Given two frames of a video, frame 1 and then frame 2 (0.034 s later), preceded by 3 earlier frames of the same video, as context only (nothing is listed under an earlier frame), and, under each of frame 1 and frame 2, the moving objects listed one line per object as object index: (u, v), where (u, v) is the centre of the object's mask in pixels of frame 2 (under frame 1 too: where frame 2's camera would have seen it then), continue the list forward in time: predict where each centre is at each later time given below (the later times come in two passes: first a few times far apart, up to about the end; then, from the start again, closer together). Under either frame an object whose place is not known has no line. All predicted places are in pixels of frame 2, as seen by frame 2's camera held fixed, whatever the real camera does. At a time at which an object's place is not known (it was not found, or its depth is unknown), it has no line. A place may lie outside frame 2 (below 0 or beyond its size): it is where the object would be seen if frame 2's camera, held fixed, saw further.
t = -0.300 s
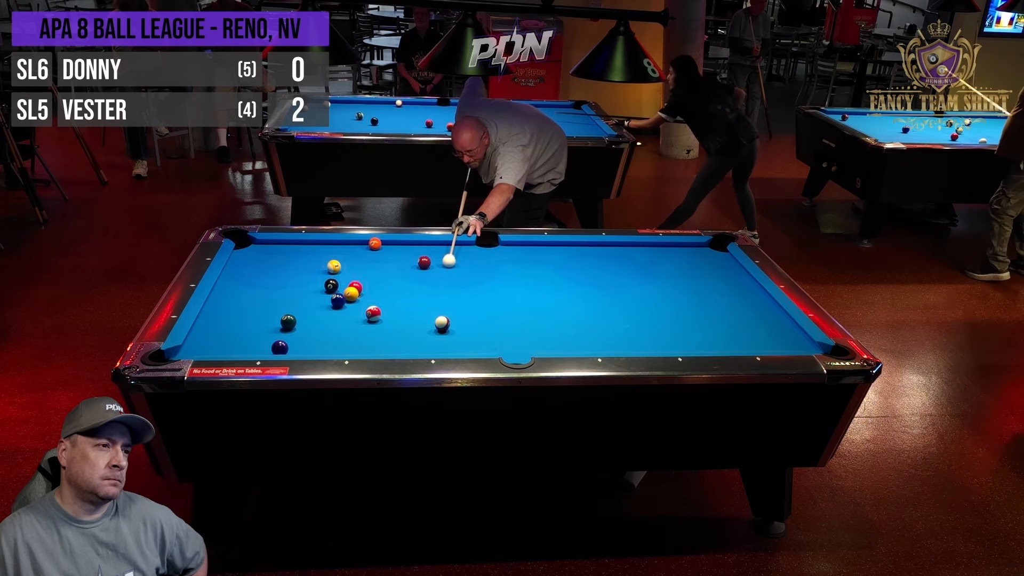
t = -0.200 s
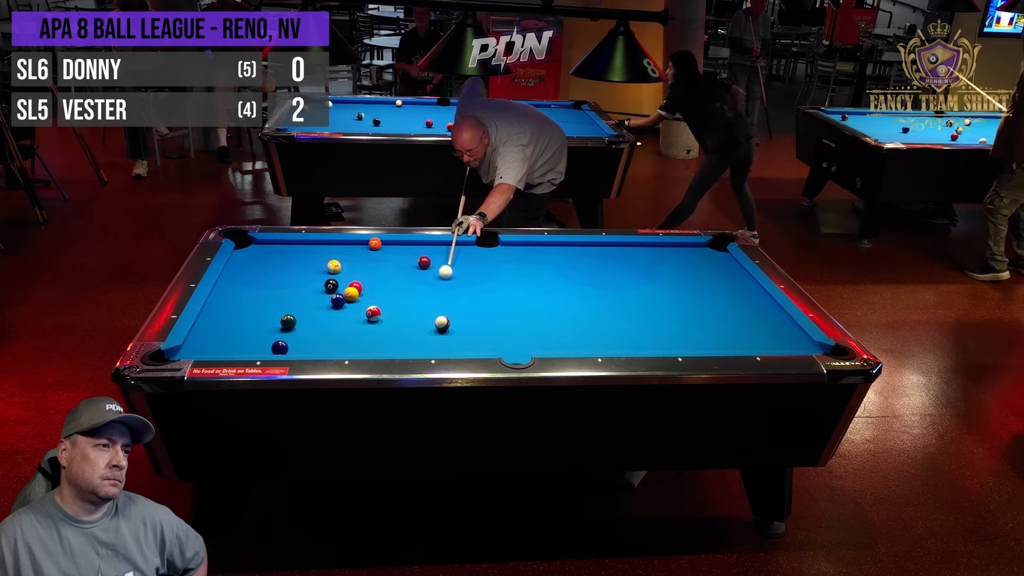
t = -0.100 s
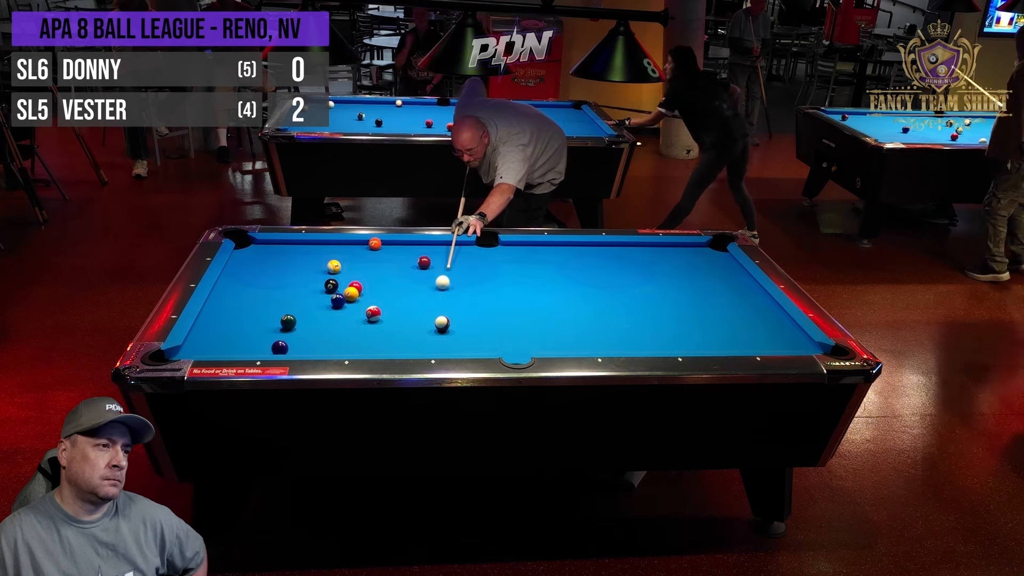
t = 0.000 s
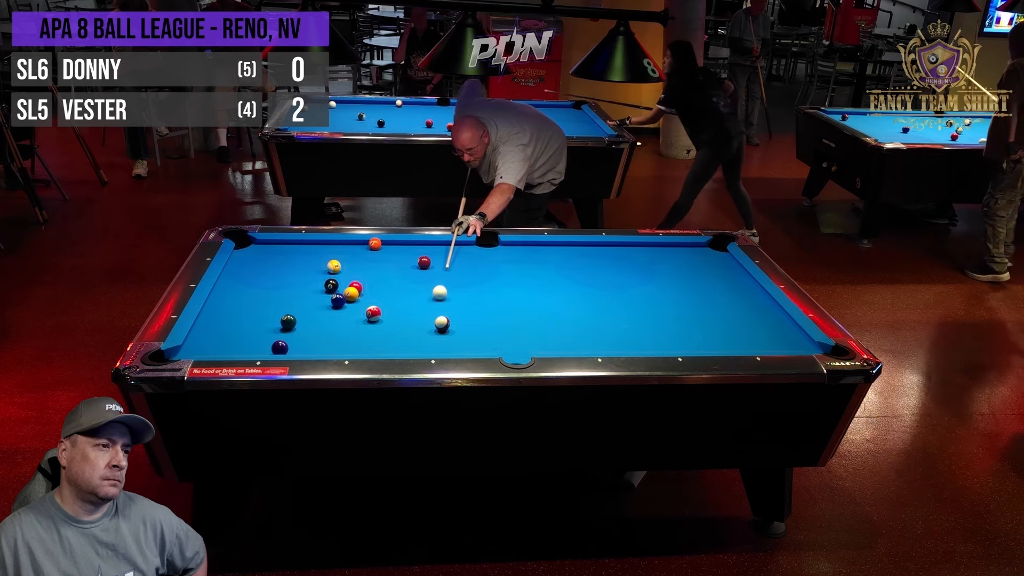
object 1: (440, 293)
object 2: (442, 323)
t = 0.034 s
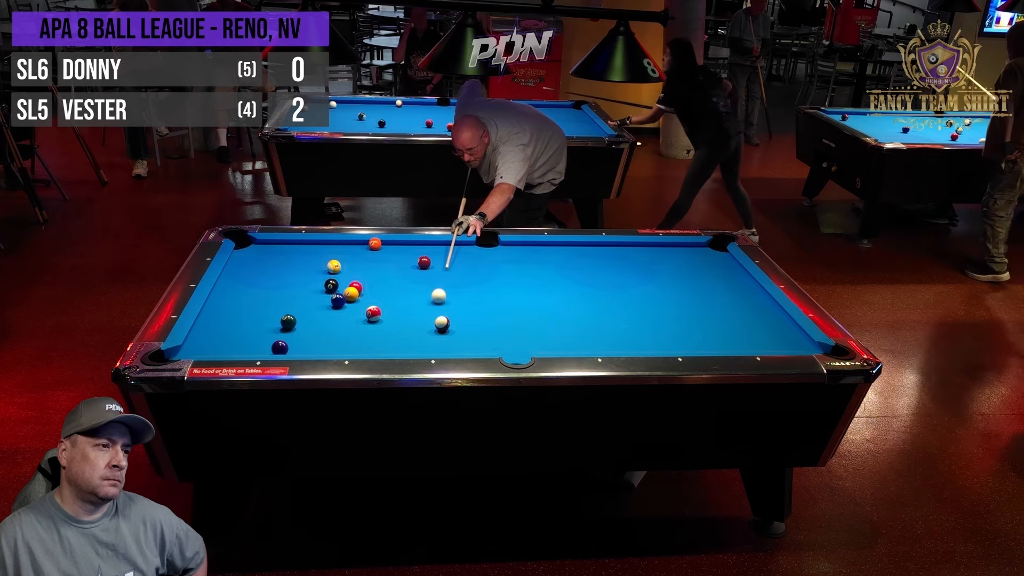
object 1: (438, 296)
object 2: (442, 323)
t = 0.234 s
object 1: (431, 318)
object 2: (442, 323)
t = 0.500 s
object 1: (399, 338)
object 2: (463, 335)
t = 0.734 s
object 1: (369, 349)
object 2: (480, 344)
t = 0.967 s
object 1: (352, 343)
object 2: (496, 348)
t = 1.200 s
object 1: (335, 334)
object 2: (503, 347)
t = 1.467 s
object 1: (318, 325)
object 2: (511, 343)
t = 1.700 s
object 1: (305, 317)
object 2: (517, 339)
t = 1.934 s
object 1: (292, 310)
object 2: (523, 336)
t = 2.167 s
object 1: (281, 305)
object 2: (527, 334)
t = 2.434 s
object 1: (269, 298)
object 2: (530, 332)
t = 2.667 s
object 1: (260, 293)
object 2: (533, 330)
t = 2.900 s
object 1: (252, 288)
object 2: (536, 329)
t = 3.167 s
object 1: (244, 283)
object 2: (538, 328)
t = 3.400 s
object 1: (237, 279)
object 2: (538, 328)
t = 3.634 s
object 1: (232, 276)
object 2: (538, 328)
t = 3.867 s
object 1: (229, 272)
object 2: (538, 328)
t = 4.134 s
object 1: (233, 270)
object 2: (538, 328)
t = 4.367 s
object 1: (236, 268)
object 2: (538, 328)
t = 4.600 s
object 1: (239, 267)
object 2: (538, 328)
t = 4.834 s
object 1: (241, 266)
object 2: (538, 328)
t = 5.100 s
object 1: (243, 266)
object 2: (538, 328)
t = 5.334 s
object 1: (244, 265)
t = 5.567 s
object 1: (244, 265)
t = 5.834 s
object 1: (244, 265)
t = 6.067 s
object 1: (244, 265)
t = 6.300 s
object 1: (244, 265)
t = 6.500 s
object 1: (242, 266)
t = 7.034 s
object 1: (244, 265)
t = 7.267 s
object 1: (244, 265)
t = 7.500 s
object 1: (244, 265)
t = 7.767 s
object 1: (244, 265)
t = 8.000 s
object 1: (244, 265)
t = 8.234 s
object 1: (244, 265)
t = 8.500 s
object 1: (244, 265)
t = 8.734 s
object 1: (244, 265)
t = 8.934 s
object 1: (244, 265)
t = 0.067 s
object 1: (437, 300)
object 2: (442, 323)
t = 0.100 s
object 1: (436, 303)
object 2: (442, 323)
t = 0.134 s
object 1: (435, 307)
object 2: (442, 323)
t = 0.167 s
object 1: (434, 310)
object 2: (442, 323)
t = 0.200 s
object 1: (433, 314)
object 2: (442, 323)
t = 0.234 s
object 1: (431, 318)
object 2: (442, 323)
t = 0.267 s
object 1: (427, 320)
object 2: (445, 325)
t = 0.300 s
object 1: (423, 323)
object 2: (448, 327)
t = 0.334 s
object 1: (419, 325)
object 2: (451, 329)
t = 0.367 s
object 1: (415, 327)
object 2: (454, 330)
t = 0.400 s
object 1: (411, 330)
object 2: (456, 331)
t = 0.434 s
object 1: (407, 332)
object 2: (458, 332)
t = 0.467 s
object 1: (403, 335)
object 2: (461, 334)
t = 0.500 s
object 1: (399, 338)
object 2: (463, 335)
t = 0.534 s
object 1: (394, 340)
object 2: (466, 337)
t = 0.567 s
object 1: (390, 343)
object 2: (468, 338)
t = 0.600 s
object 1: (386, 345)
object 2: (470, 340)
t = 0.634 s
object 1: (381, 346)
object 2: (473, 340)
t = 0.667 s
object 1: (377, 348)
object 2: (475, 342)
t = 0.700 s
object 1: (373, 349)
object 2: (478, 343)
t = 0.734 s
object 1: (369, 349)
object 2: (480, 344)
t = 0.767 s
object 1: (367, 348)
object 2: (483, 345)
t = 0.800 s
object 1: (364, 347)
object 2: (485, 346)
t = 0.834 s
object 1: (362, 347)
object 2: (488, 347)
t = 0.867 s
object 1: (359, 346)
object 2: (490, 347)
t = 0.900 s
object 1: (356, 345)
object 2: (493, 348)
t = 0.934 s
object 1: (354, 344)
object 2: (495, 349)
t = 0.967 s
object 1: (352, 343)
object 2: (496, 348)
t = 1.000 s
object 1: (349, 341)
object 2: (497, 348)
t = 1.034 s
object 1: (347, 340)
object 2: (499, 348)
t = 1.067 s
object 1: (344, 339)
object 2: (500, 348)
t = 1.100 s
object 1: (342, 338)
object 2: (501, 348)
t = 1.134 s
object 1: (340, 336)
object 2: (502, 348)
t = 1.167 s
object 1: (337, 335)
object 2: (503, 347)
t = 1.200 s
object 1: (335, 334)
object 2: (503, 347)
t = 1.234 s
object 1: (333, 333)
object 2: (504, 346)
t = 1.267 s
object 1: (331, 331)
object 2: (505, 346)
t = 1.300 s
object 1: (329, 331)
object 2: (507, 345)
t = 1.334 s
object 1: (326, 329)
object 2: (508, 345)
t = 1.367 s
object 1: (324, 328)
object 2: (509, 344)
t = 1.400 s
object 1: (322, 327)
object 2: (509, 344)
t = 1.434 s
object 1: (320, 326)
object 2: (510, 343)
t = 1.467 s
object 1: (318, 325)
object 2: (511, 343)
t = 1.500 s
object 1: (316, 324)
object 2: (512, 342)
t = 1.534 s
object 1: (314, 323)
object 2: (513, 342)
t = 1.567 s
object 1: (312, 322)
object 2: (514, 341)
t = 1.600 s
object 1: (310, 321)
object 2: (515, 341)
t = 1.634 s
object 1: (308, 320)
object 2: (516, 340)
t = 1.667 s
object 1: (306, 319)
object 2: (517, 340)
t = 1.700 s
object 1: (305, 317)
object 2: (517, 339)
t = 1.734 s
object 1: (303, 317)
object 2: (518, 339)
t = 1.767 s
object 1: (301, 316)
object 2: (519, 338)
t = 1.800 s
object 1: (299, 315)
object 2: (520, 338)
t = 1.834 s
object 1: (298, 313)
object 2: (521, 338)
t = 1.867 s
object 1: (296, 312)
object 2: (521, 337)
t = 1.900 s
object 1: (294, 311)
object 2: (522, 337)
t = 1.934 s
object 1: (292, 310)
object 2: (523, 336)
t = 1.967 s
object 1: (290, 309)
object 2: (523, 336)
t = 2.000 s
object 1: (289, 308)
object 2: (524, 336)
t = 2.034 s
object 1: (287, 308)
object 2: (525, 335)
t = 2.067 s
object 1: (285, 307)
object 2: (525, 335)
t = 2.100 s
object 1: (284, 306)
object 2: (526, 335)
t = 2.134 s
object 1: (282, 306)
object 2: (526, 335)
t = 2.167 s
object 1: (281, 305)
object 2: (527, 334)
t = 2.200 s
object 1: (279, 304)
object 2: (527, 334)
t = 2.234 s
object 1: (278, 303)
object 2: (527, 334)
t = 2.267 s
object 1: (276, 302)
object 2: (528, 333)
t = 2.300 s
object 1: (275, 302)
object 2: (528, 333)
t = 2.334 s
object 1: (273, 301)
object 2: (529, 333)
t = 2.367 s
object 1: (272, 300)
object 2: (529, 332)
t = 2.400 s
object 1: (270, 299)
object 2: (530, 332)
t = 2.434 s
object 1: (269, 298)
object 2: (530, 332)
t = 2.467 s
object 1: (268, 298)
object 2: (531, 331)
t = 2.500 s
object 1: (266, 297)
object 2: (531, 331)
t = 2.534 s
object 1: (265, 296)
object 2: (531, 331)
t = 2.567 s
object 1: (264, 295)
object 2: (532, 331)
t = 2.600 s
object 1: (263, 294)
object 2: (532, 331)
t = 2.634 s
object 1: (261, 294)
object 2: (533, 330)
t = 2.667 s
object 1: (260, 293)
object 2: (533, 330)
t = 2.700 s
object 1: (259, 292)
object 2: (534, 330)
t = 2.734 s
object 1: (257, 292)
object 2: (534, 330)
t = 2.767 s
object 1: (256, 291)
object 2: (534, 330)
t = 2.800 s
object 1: (255, 290)
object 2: (535, 329)
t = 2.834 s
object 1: (254, 290)
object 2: (535, 329)
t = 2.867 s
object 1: (253, 289)
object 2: (535, 329)
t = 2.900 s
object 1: (252, 288)
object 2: (536, 329)
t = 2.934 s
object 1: (251, 288)
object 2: (536, 329)
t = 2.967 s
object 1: (250, 287)
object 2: (536, 329)
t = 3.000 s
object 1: (249, 286)
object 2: (537, 329)
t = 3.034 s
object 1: (248, 286)
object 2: (537, 329)
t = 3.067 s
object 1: (247, 285)
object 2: (537, 329)
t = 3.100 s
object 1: (246, 284)
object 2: (537, 329)
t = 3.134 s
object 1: (245, 284)
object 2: (537, 328)
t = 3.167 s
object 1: (244, 283)
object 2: (538, 328)
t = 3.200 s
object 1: (243, 283)
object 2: (538, 328)
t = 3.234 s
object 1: (242, 282)
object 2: (538, 328)
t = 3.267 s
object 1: (241, 281)
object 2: (538, 328)
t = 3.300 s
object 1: (240, 281)
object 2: (538, 328)
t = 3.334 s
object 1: (239, 280)
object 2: (538, 328)
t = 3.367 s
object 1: (238, 280)
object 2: (538, 328)
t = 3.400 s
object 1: (237, 279)
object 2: (538, 328)
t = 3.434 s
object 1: (237, 279)
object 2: (538, 328)
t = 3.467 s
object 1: (236, 278)
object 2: (538, 328)
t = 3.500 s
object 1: (235, 277)
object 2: (538, 328)
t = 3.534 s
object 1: (234, 277)
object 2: (538, 328)
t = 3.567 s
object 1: (233, 277)
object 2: (538, 328)
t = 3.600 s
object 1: (233, 276)
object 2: (538, 328)
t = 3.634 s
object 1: (232, 276)
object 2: (538, 328)
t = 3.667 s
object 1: (231, 275)
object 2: (538, 328)
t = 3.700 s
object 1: (230, 274)
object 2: (538, 328)
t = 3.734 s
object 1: (230, 274)
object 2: (538, 328)
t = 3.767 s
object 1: (229, 274)
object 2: (538, 328)
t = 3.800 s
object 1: (229, 273)
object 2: (538, 328)
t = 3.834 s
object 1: (228, 273)
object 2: (538, 328)
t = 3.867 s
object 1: (229, 272)
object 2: (538, 328)
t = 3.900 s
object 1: (229, 272)
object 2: (538, 328)
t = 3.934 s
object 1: (230, 272)
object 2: (538, 328)
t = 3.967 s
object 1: (230, 271)
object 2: (538, 328)
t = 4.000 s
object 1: (231, 271)
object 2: (538, 328)
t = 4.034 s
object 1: (232, 271)
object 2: (538, 328)
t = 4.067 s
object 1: (232, 270)
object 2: (538, 328)
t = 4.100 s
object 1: (233, 270)
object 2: (538, 328)
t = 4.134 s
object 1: (233, 270)
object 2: (538, 328)
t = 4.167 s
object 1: (234, 270)
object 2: (538, 328)
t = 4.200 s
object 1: (234, 269)
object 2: (538, 328)
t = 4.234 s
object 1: (235, 269)
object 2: (538, 328)
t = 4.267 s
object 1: (235, 269)
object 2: (538, 328)
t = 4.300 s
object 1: (236, 269)
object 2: (538, 328)
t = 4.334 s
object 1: (236, 269)
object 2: (538, 328)
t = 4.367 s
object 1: (236, 268)
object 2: (538, 328)
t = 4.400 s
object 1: (237, 268)
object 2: (538, 328)
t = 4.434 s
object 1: (237, 268)
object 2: (538, 328)
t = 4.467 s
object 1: (237, 268)
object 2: (538, 328)
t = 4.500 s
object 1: (238, 268)
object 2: (538, 328)
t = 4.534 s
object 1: (238, 267)
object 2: (538, 328)
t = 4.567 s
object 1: (239, 267)
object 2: (538, 328)
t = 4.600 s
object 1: (239, 267)
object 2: (538, 328)
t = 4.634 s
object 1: (239, 267)
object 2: (538, 328)
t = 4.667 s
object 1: (240, 267)
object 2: (538, 328)
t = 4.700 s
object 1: (240, 267)
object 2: (538, 328)
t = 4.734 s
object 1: (240, 267)
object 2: (538, 328)
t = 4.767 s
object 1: (241, 266)
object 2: (538, 328)
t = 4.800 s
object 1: (241, 266)
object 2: (538, 328)
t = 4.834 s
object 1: (241, 266)
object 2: (538, 328)
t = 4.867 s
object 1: (242, 266)
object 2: (538, 328)
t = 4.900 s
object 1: (242, 266)
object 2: (538, 328)
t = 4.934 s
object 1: (242, 266)
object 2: (538, 328)
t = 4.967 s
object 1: (242, 266)
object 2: (538, 328)
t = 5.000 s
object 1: (242, 266)
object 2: (538, 328)
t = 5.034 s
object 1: (243, 266)
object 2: (538, 328)
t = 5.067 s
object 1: (243, 266)
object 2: (538, 328)
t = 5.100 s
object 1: (243, 266)
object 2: (538, 328)
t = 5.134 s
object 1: (243, 266)
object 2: (538, 328)
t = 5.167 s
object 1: (243, 265)
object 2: (538, 328)
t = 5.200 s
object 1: (244, 265)
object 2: (538, 328)
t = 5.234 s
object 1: (244, 265)
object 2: (538, 328)
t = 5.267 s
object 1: (244, 265)
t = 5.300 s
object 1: (244, 265)
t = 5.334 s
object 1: (244, 265)
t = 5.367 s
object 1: (244, 265)
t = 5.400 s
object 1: (244, 265)
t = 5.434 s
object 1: (244, 265)
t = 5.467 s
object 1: (244, 265)
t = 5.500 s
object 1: (244, 265)
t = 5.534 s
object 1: (244, 265)
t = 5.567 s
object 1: (244, 265)
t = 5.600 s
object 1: (244, 265)
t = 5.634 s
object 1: (244, 265)
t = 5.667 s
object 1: (244, 265)
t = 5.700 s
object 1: (244, 265)
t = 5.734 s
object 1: (244, 265)
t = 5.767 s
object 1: (244, 265)
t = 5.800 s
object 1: (244, 265)
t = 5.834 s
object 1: (244, 265)
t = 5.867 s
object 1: (244, 265)
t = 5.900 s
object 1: (244, 265)
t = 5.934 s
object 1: (244, 265)
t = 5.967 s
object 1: (244, 265)
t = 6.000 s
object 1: (244, 265)
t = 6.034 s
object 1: (244, 265)
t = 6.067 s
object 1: (244, 265)
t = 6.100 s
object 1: (244, 265)
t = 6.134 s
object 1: (244, 265)
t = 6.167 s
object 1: (244, 265)
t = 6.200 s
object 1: (244, 265)
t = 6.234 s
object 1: (244, 265)
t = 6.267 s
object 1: (244, 265)
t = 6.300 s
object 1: (244, 265)
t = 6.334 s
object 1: (244, 265)
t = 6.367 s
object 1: (244, 265)
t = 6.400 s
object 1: (244, 265)
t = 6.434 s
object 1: (244, 265)
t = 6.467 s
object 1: (244, 265)
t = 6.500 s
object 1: (242, 266)
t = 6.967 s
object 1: (246, 263)
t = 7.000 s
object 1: (245, 265)
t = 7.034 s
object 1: (244, 265)
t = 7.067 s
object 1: (244, 265)
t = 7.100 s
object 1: (244, 265)
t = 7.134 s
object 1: (244, 265)
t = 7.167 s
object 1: (244, 265)
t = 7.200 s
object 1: (244, 265)
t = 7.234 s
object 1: (244, 265)
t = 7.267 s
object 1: (244, 265)
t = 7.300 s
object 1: (244, 265)
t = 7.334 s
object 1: (244, 265)
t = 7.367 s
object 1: (244, 265)
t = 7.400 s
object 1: (244, 265)
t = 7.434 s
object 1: (244, 265)
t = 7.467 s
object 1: (244, 265)
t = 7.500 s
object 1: (244, 265)
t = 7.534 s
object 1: (244, 265)
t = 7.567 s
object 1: (244, 265)
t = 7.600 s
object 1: (244, 265)
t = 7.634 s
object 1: (244, 265)
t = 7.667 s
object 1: (244, 265)
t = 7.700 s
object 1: (244, 265)
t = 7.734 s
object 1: (244, 265)
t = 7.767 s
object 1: (244, 265)
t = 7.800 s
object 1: (244, 265)
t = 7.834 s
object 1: (244, 265)
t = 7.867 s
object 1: (244, 265)
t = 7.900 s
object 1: (244, 265)
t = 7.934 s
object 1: (244, 265)
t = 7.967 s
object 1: (244, 265)
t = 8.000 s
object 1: (244, 265)
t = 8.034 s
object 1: (244, 265)
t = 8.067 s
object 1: (244, 265)
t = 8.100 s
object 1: (244, 265)
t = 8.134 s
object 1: (244, 265)
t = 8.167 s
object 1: (244, 265)
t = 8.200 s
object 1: (244, 265)
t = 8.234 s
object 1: (244, 265)
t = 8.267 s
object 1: (244, 265)
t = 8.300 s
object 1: (244, 265)
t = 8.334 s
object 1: (244, 265)
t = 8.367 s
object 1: (244, 265)
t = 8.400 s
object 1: (244, 265)
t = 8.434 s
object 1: (244, 265)
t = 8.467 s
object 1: (244, 265)
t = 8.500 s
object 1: (244, 265)
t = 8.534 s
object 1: (244, 265)
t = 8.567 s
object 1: (244, 265)
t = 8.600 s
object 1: (244, 265)
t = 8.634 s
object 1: (244, 265)
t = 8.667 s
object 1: (244, 265)
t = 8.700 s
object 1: (244, 265)
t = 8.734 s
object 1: (244, 265)
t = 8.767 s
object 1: (244, 265)
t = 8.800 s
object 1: (244, 265)
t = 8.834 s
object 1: (244, 265)
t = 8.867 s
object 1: (244, 265)
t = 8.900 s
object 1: (244, 265)
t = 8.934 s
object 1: (244, 265)
